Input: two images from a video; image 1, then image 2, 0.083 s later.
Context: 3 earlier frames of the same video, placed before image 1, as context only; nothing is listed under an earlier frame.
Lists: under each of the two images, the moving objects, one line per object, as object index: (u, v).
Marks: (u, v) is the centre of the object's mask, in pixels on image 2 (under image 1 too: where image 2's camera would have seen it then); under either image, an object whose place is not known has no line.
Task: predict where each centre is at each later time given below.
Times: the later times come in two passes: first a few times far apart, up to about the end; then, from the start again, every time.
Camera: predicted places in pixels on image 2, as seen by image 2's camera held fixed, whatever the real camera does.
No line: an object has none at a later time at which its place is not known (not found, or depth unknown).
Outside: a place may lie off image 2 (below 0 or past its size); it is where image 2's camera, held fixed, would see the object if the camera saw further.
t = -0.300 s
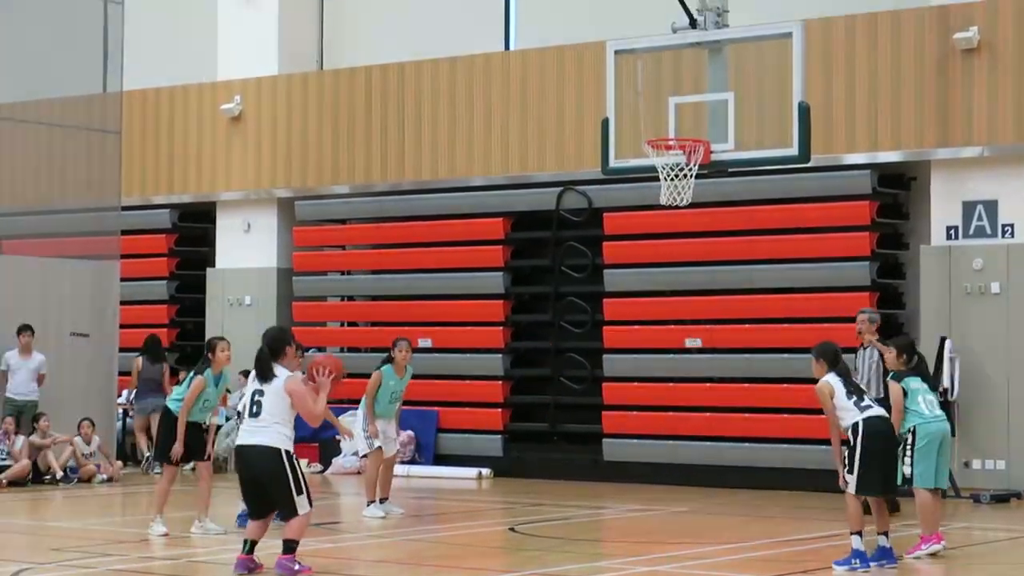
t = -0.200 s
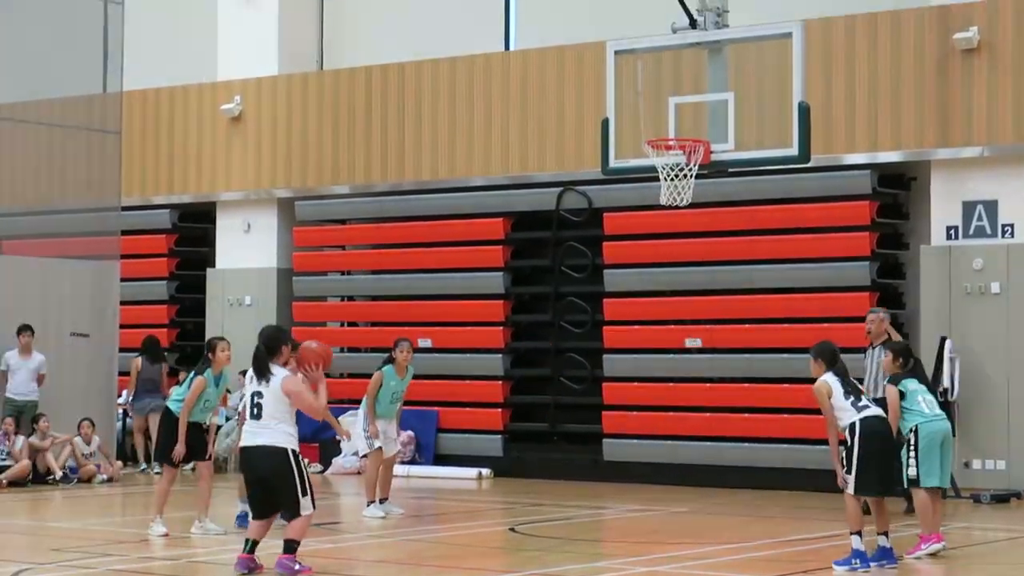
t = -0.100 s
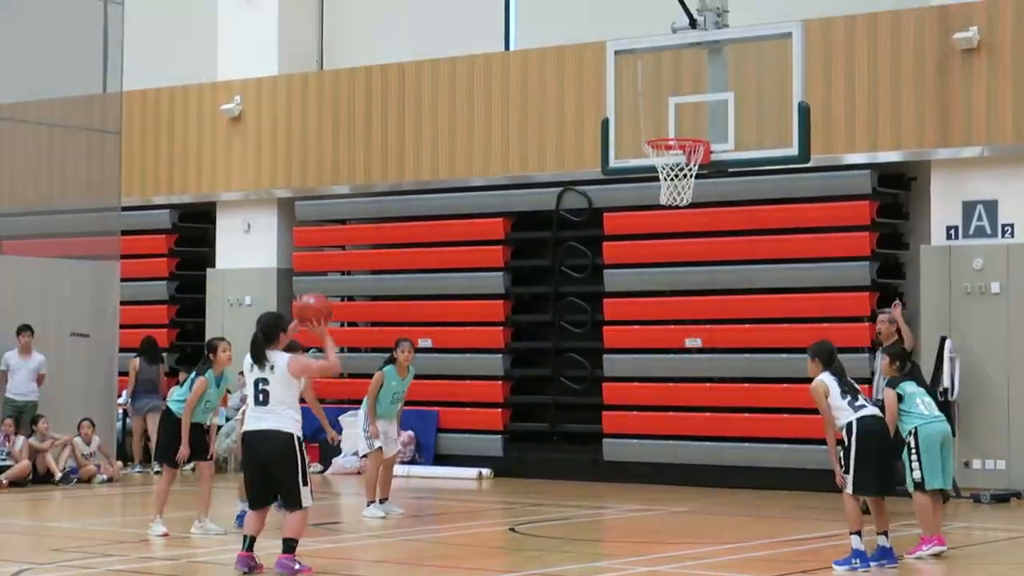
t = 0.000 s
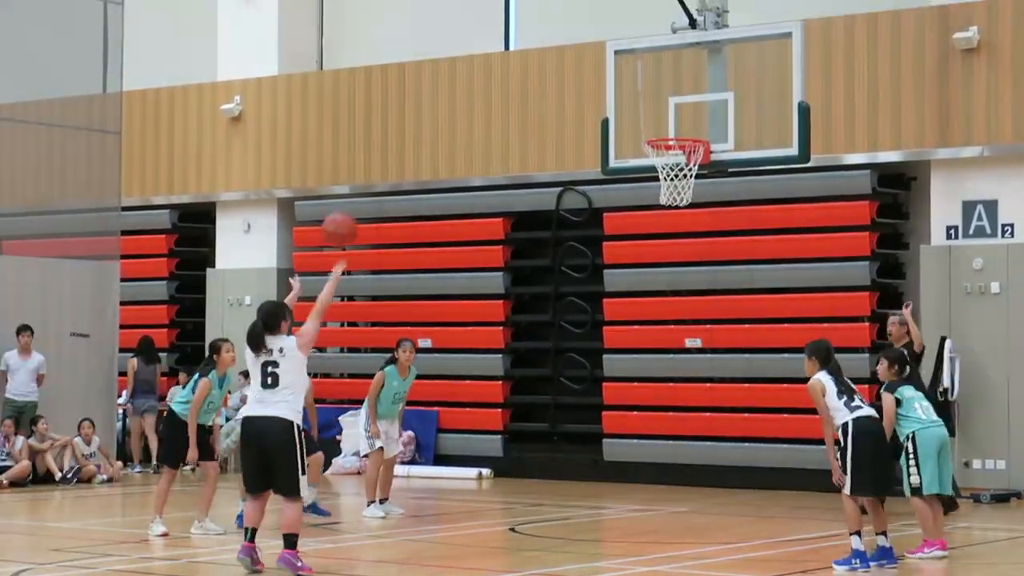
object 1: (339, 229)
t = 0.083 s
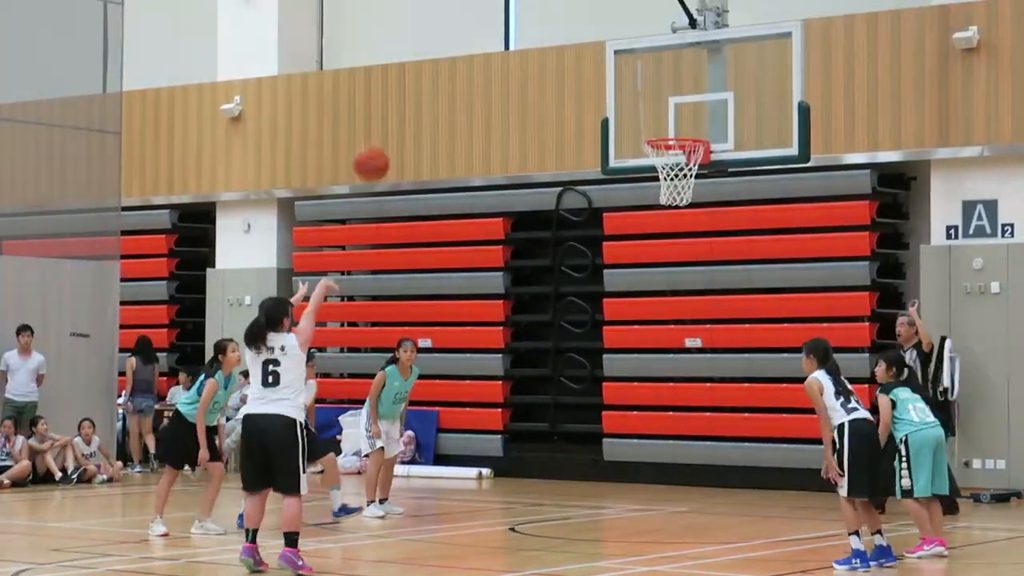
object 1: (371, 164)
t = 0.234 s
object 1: (426, 76)
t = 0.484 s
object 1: (504, 11)
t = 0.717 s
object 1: (570, 24)
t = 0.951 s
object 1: (629, 105)
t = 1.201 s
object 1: (608, 143)
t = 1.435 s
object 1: (546, 168)
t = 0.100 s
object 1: (377, 153)
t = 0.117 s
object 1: (383, 141)
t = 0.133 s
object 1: (389, 131)
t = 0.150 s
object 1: (396, 120)
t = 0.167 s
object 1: (402, 110)
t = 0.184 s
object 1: (408, 101)
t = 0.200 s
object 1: (414, 93)
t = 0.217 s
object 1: (419, 85)
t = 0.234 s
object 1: (426, 76)
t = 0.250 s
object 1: (431, 68)
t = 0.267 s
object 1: (436, 61)
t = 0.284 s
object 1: (441, 55)
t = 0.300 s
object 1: (447, 48)
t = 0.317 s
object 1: (452, 43)
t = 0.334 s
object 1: (458, 37)
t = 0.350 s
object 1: (463, 32)
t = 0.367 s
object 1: (468, 28)
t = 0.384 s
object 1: (473, 24)
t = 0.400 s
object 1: (478, 21)
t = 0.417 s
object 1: (484, 17)
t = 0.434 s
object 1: (488, 15)
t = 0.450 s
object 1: (493, 14)
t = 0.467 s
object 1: (499, 12)
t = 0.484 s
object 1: (504, 11)
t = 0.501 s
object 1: (509, 11)
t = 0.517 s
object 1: (514, 10)
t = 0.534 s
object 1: (519, 10)
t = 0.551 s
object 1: (523, 10)
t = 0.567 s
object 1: (528, 11)
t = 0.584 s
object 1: (533, 11)
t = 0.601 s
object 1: (538, 11)
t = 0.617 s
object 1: (542, 12)
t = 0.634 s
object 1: (547, 13)
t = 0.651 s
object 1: (551, 14)
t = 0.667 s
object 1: (556, 16)
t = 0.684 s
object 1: (561, 18)
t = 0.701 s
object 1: (565, 21)
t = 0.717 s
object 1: (570, 24)
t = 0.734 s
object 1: (574, 28)
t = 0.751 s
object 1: (579, 31)
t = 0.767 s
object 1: (583, 36)
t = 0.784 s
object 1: (587, 40)
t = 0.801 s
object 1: (591, 45)
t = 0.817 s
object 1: (595, 51)
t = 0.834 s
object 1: (600, 56)
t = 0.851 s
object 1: (604, 63)
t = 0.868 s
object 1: (608, 69)
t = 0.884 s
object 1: (612, 76)
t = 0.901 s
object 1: (616, 83)
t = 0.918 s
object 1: (620, 90)
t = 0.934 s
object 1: (625, 97)
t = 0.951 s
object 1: (629, 105)
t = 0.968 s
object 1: (632, 113)
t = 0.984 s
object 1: (636, 121)
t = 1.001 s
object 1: (640, 130)
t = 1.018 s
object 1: (639, 133)
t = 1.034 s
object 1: (637, 133)
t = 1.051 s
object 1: (635, 132)
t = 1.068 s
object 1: (632, 133)
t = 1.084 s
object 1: (629, 133)
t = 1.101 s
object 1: (626, 133)
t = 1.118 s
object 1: (623, 134)
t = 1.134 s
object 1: (620, 136)
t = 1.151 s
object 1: (616, 137)
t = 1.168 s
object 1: (614, 138)
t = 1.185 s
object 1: (611, 141)
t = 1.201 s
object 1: (608, 143)
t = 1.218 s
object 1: (604, 144)
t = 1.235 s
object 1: (600, 144)
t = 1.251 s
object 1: (595, 144)
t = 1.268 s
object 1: (590, 144)
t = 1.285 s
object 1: (586, 145)
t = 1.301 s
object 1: (582, 146)
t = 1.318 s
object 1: (577, 149)
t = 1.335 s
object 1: (572, 150)
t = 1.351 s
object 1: (568, 152)
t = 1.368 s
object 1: (564, 155)
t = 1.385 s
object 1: (559, 158)
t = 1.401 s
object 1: (555, 161)
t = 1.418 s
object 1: (550, 164)
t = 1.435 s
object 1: (546, 168)
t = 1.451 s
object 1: (541, 173)
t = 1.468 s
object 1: (536, 177)
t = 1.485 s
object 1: (532, 183)
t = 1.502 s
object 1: (527, 188)
